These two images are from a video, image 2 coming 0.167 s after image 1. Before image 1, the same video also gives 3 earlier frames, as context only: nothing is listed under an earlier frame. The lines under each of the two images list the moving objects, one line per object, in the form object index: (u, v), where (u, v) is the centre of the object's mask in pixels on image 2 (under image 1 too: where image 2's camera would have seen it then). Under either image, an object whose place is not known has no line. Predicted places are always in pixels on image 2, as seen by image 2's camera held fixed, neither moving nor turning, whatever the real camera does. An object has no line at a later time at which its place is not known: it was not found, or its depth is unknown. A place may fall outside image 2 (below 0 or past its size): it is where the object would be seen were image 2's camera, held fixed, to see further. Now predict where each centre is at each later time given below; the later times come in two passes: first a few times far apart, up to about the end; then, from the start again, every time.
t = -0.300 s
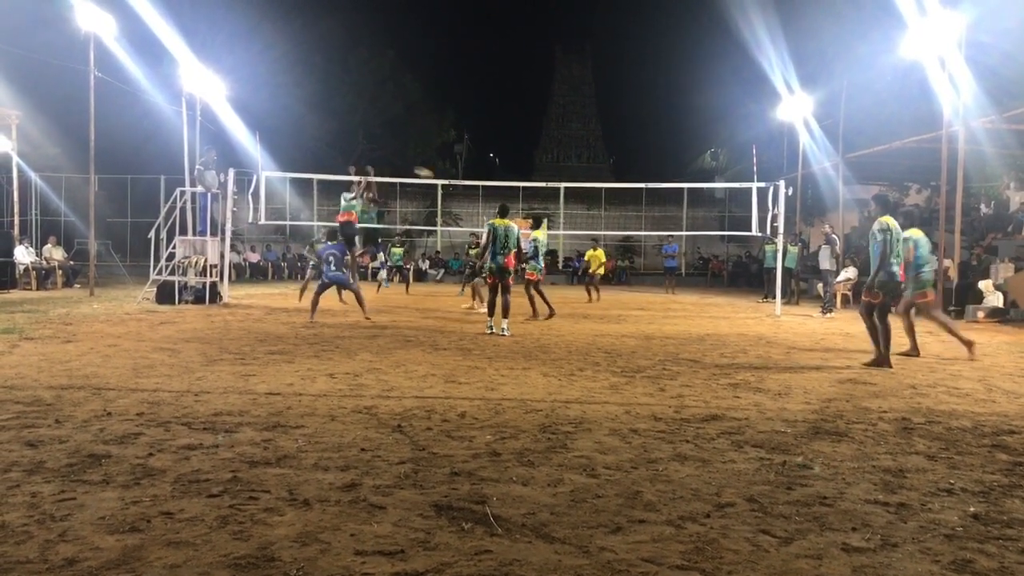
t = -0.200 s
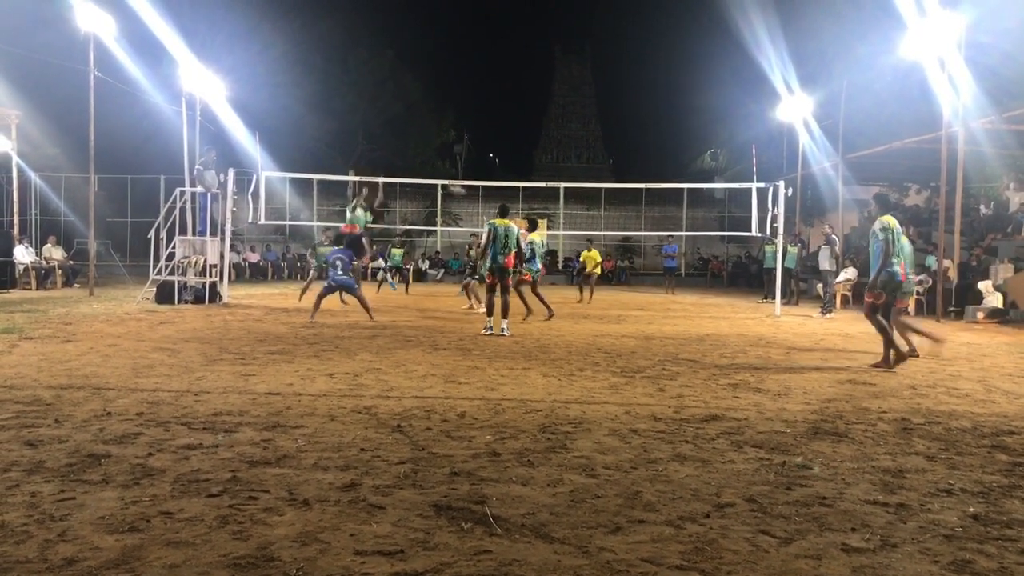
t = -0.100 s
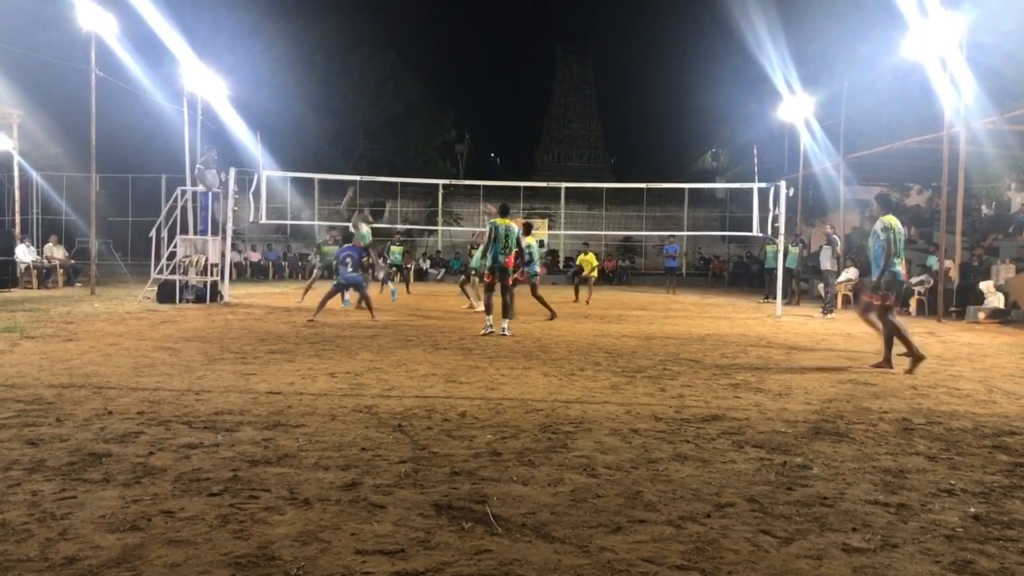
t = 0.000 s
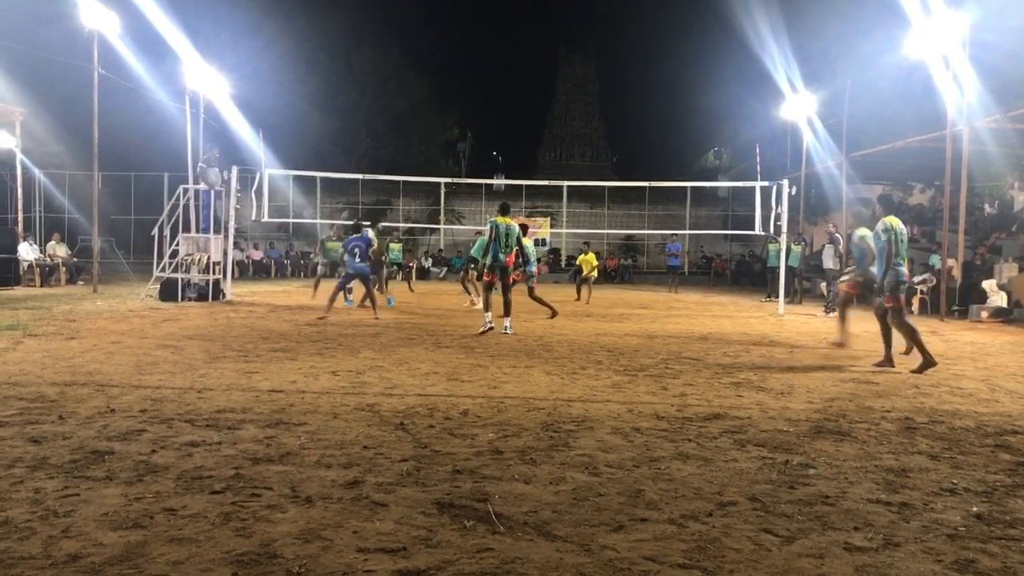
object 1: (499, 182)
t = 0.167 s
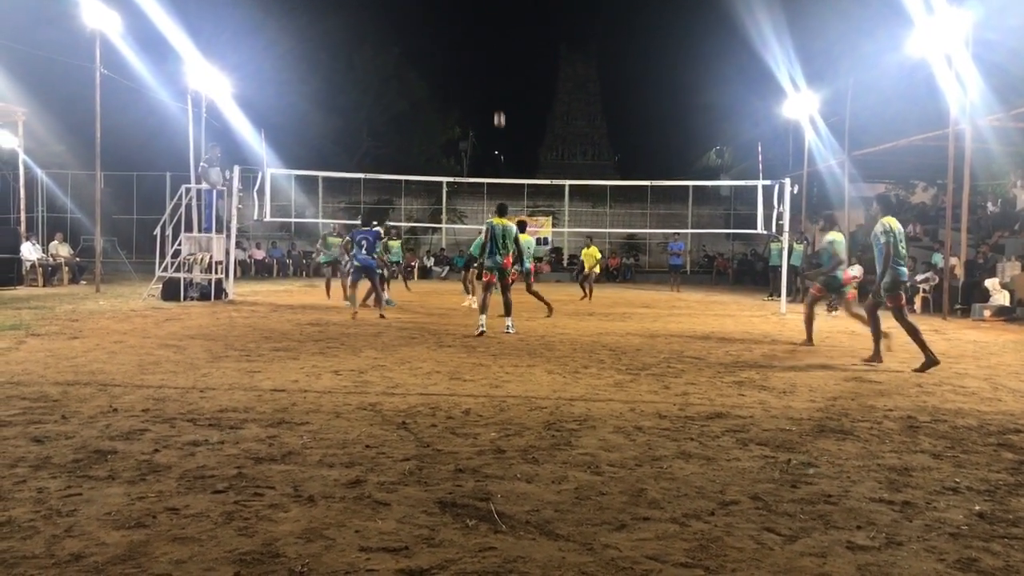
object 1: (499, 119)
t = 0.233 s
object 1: (499, 99)
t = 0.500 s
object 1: (497, 41)
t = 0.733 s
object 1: (494, 20)
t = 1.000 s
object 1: (490, 28)
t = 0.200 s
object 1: (499, 109)
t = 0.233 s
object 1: (499, 99)
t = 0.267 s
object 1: (498, 90)
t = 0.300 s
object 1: (498, 81)
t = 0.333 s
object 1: (498, 73)
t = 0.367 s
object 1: (498, 65)
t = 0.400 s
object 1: (498, 58)
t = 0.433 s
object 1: (498, 52)
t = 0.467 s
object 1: (497, 46)
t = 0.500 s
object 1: (497, 41)
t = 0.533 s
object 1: (497, 36)
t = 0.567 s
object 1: (496, 32)
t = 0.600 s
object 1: (496, 28)
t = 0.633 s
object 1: (496, 25)
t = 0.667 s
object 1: (495, 23)
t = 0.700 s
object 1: (495, 21)
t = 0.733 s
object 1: (494, 20)
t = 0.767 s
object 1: (494, 19)
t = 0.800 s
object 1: (494, 19)
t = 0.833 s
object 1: (493, 19)
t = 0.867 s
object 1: (492, 20)
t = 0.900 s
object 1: (492, 21)
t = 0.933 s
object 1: (492, 23)
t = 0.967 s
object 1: (491, 26)
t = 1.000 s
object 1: (490, 28)
